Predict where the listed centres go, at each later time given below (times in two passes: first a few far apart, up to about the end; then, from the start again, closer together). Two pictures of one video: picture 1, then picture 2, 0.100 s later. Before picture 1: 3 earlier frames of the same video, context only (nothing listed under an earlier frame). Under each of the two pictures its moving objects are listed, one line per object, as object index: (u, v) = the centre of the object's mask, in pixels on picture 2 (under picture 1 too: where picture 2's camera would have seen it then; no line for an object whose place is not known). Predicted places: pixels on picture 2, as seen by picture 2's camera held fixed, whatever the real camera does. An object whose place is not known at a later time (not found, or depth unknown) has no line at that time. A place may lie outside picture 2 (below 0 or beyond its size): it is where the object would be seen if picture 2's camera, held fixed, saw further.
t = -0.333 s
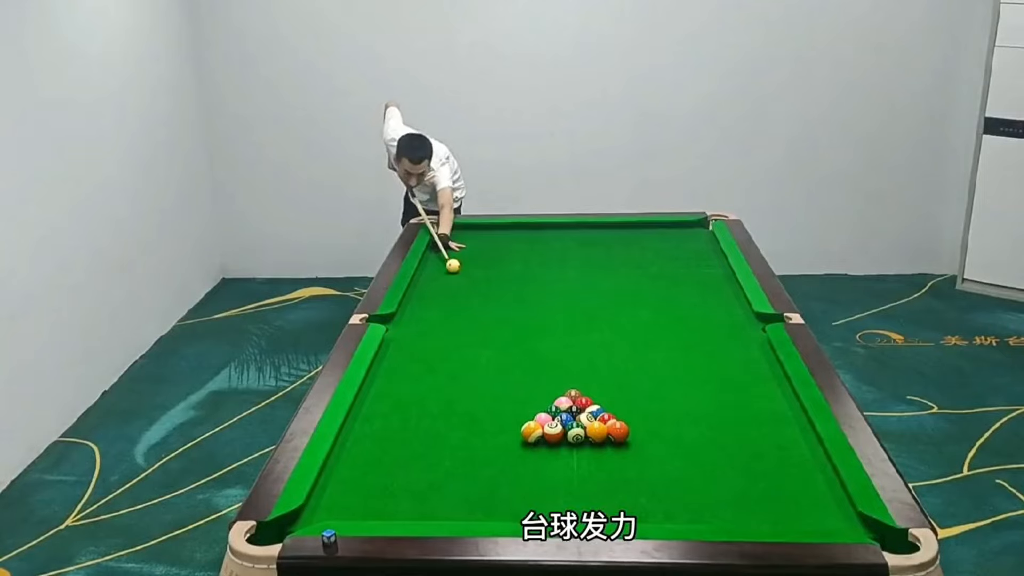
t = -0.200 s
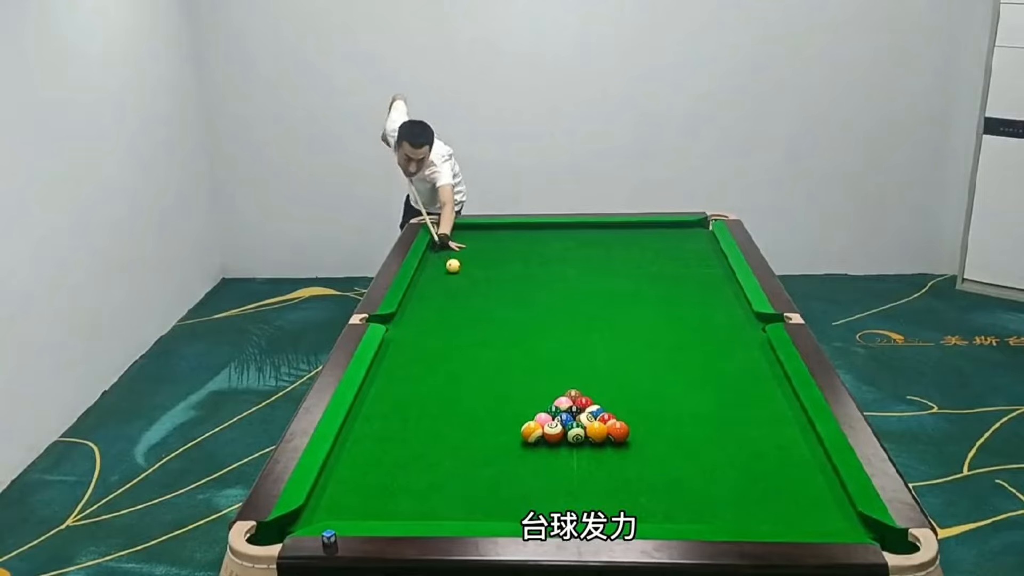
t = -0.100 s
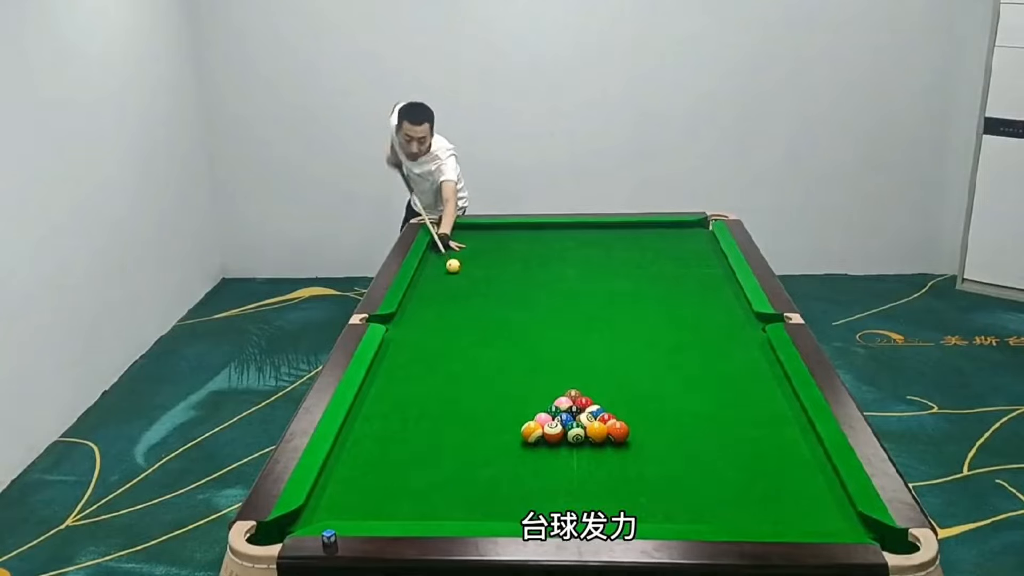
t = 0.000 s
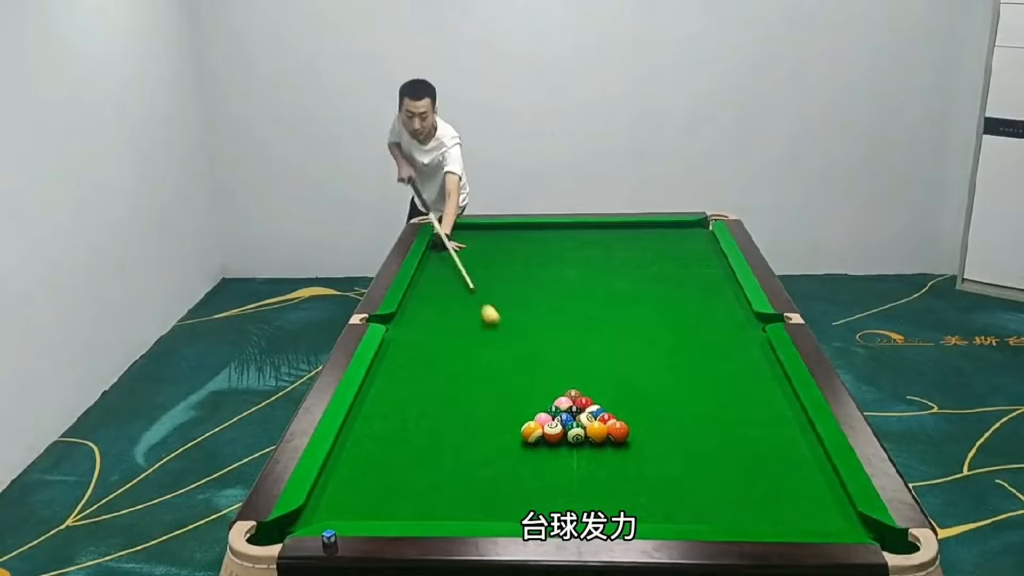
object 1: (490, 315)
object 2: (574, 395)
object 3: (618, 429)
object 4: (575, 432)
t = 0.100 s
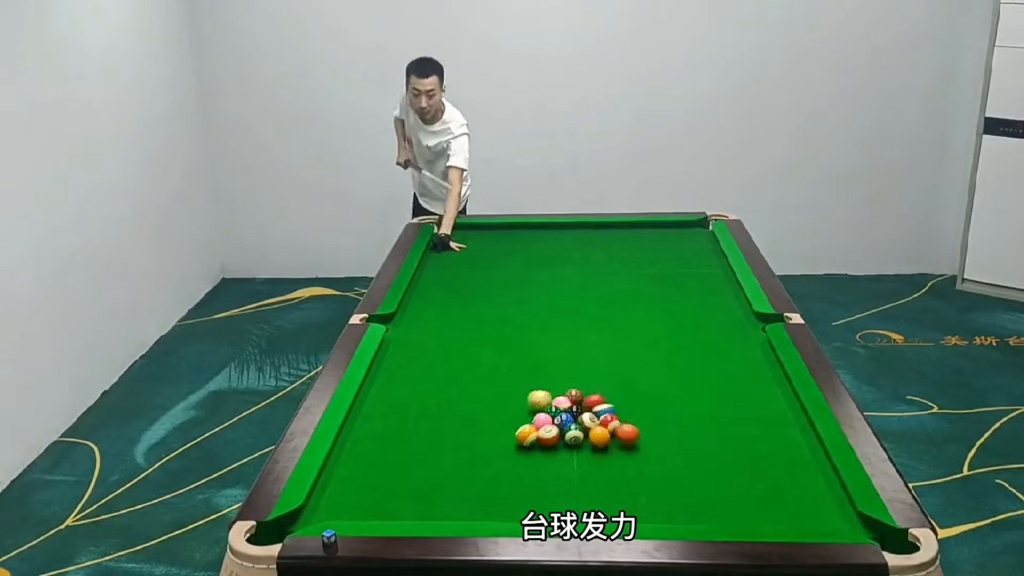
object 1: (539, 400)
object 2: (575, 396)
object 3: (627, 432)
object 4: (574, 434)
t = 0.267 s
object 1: (392, 418)
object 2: (580, 391)
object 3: (765, 480)
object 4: (548, 462)
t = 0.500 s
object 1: (453, 432)
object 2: (589, 384)
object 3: (773, 513)
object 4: (517, 499)
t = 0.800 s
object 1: (559, 464)
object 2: (599, 374)
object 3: (642, 472)
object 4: (486, 501)
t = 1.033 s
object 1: (633, 497)
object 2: (564, 360)
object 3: (556, 446)
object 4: (472, 479)
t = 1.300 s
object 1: (713, 509)
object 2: (527, 346)
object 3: (468, 436)
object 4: (457, 458)
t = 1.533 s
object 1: (764, 491)
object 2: (499, 335)
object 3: (396, 430)
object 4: (447, 441)
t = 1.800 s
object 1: (816, 469)
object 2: (482, 323)
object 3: (378, 420)
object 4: (435, 424)
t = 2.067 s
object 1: (780, 449)
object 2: (487, 312)
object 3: (410, 408)
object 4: (443, 411)
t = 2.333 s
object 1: (737, 430)
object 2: (491, 302)
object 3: (415, 396)
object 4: (468, 400)
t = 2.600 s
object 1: (699, 414)
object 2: (496, 293)
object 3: (419, 386)
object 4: (492, 389)
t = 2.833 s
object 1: (670, 402)
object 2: (499, 286)
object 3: (422, 378)
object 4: (510, 381)
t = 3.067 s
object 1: (644, 391)
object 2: (502, 280)
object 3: (425, 372)
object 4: (526, 373)
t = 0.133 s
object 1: (509, 403)
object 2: (575, 396)
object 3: (654, 441)
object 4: (567, 440)
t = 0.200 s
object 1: (450, 411)
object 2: (578, 393)
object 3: (709, 461)
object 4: (558, 452)
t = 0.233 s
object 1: (421, 414)
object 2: (580, 391)
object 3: (737, 470)
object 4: (553, 456)
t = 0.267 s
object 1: (392, 418)
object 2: (580, 391)
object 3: (765, 480)
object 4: (548, 462)
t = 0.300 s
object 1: (364, 422)
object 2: (582, 390)
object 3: (794, 489)
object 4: (545, 466)
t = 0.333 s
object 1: (360, 424)
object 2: (583, 390)
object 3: (822, 499)
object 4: (541, 470)
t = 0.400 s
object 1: (399, 427)
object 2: (585, 386)
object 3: (827, 514)
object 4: (531, 481)
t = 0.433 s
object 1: (418, 429)
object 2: (586, 385)
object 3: (810, 518)
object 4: (526, 487)
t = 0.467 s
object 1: (436, 430)
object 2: (587, 385)
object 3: (792, 517)
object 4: (521, 492)
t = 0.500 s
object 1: (453, 432)
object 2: (589, 384)
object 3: (773, 513)
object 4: (517, 499)
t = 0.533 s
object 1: (471, 433)
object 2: (590, 383)
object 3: (756, 508)
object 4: (513, 503)
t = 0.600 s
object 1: (506, 436)
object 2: (592, 381)
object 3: (725, 499)
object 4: (501, 513)
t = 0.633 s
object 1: (514, 441)
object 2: (593, 379)
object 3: (710, 494)
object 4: (497, 514)
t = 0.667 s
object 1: (521, 446)
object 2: (594, 378)
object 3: (696, 489)
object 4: (494, 513)
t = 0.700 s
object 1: (529, 451)
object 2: (595, 377)
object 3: (682, 485)
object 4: (492, 511)
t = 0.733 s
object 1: (539, 455)
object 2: (597, 376)
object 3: (668, 481)
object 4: (490, 505)
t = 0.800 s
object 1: (559, 464)
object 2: (599, 374)
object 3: (642, 472)
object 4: (486, 501)
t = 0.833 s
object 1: (569, 468)
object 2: (600, 373)
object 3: (628, 468)
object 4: (485, 498)
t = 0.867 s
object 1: (579, 473)
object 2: (595, 371)
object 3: (616, 464)
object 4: (482, 497)
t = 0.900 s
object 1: (589, 478)
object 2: (587, 368)
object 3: (603, 460)
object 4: (479, 492)
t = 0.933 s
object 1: (600, 482)
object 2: (580, 367)
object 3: (591, 457)
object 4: (477, 488)
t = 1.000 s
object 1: (622, 492)
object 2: (569, 362)
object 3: (567, 449)
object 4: (474, 481)
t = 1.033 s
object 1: (633, 497)
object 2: (564, 360)
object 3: (556, 446)
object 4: (472, 479)
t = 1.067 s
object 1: (644, 501)
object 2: (559, 359)
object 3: (544, 443)
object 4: (470, 477)
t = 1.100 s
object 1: (655, 505)
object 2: (554, 357)
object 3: (533, 442)
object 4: (468, 474)
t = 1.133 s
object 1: (667, 507)
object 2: (550, 355)
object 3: (522, 441)
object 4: (467, 470)
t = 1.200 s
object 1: (686, 516)
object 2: (541, 350)
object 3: (500, 439)
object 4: (463, 465)
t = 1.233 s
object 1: (700, 513)
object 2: (536, 349)
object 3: (489, 438)
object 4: (461, 462)
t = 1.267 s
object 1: (707, 511)
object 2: (532, 348)
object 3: (478, 437)
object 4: (459, 460)
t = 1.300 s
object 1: (713, 509)
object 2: (527, 346)
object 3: (468, 436)
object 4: (457, 458)
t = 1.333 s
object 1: (721, 505)
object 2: (523, 344)
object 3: (457, 434)
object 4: (456, 454)
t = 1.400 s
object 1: (736, 501)
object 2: (515, 341)
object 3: (436, 434)
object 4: (453, 450)
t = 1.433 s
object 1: (743, 499)
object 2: (511, 339)
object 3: (426, 432)
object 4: (451, 448)
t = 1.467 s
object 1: (750, 496)
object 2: (507, 338)
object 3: (416, 431)
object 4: (450, 446)
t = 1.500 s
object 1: (757, 494)
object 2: (503, 336)
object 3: (405, 431)
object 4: (448, 444)
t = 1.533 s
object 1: (764, 491)
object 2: (499, 335)
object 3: (396, 430)
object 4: (447, 441)
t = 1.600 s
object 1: (778, 485)
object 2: (491, 332)
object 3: (375, 428)
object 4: (444, 437)
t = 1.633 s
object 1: (784, 483)
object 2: (487, 330)
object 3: (365, 427)
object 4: (443, 435)
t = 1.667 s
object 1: (791, 480)
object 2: (484, 329)
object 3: (355, 426)
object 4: (441, 432)
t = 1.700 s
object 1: (797, 477)
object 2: (480, 327)
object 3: (354, 425)
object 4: (440, 432)
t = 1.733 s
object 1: (804, 474)
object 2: (479, 326)
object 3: (363, 423)
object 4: (438, 429)
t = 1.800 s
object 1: (816, 469)
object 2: (482, 323)
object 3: (378, 420)
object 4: (435, 424)
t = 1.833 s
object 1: (822, 467)
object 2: (482, 321)
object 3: (385, 419)
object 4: (434, 423)
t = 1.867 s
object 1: (817, 464)
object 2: (483, 320)
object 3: (391, 417)
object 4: (432, 421)
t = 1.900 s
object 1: (810, 461)
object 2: (484, 319)
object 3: (397, 415)
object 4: (431, 419)
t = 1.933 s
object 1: (804, 459)
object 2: (484, 317)
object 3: (403, 413)
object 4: (430, 418)
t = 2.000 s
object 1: (792, 454)
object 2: (485, 315)
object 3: (409, 411)
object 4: (435, 414)
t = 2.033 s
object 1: (786, 451)
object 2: (486, 313)
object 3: (409, 410)
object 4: (439, 413)
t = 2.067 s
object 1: (780, 449)
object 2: (487, 312)
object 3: (410, 408)
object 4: (443, 411)
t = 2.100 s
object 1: (775, 446)
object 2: (487, 311)
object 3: (411, 407)
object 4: (447, 409)
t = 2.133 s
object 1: (769, 444)
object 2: (488, 309)
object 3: (411, 405)
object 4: (450, 408)
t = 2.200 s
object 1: (758, 439)
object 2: (489, 307)
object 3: (413, 402)
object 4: (456, 405)
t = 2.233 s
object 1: (752, 437)
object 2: (489, 306)
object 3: (414, 401)
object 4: (459, 404)
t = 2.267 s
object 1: (747, 435)
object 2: (490, 304)
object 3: (414, 399)
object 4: (462, 403)
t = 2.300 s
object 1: (742, 433)
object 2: (491, 303)
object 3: (415, 398)
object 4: (465, 401)
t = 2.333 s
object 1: (737, 430)
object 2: (491, 302)
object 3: (415, 396)
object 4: (468, 400)
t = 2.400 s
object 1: (727, 426)
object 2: (492, 300)
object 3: (416, 394)
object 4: (475, 397)
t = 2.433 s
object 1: (722, 424)
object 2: (493, 299)
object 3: (417, 393)
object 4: (478, 395)
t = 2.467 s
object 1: (717, 422)
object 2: (493, 297)
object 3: (417, 391)
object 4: (481, 394)
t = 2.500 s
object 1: (713, 420)
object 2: (494, 296)
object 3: (418, 390)
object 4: (484, 392)
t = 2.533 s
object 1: (708, 418)
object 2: (495, 295)
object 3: (418, 389)
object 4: (486, 392)
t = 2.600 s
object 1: (699, 414)
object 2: (496, 293)
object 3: (419, 386)
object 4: (492, 389)
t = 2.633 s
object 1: (695, 412)
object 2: (496, 292)
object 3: (419, 385)
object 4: (494, 388)
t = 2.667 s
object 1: (691, 411)
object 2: (496, 291)
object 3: (420, 384)
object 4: (497, 387)
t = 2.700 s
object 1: (687, 409)
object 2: (497, 290)
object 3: (421, 382)
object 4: (499, 386)
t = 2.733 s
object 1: (682, 407)
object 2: (498, 289)
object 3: (421, 381)
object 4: (502, 385)
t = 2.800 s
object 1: (674, 404)
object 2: (498, 287)
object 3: (422, 379)
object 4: (507, 383)
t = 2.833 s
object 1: (670, 402)
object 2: (499, 286)
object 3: (422, 378)
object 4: (510, 381)
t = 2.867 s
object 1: (666, 400)
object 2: (499, 286)
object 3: (423, 377)
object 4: (512, 380)
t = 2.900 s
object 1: (663, 399)
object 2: (500, 285)
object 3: (423, 376)
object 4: (515, 379)
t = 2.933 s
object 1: (659, 397)
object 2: (500, 284)
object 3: (424, 375)
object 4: (517, 378)
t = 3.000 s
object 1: (651, 393)
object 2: (501, 282)
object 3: (424, 373)
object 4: (522, 376)
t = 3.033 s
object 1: (647, 392)
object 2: (501, 281)
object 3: (425, 372)
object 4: (524, 374)
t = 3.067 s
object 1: (644, 391)
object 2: (502, 280)
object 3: (425, 372)
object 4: (526, 373)
